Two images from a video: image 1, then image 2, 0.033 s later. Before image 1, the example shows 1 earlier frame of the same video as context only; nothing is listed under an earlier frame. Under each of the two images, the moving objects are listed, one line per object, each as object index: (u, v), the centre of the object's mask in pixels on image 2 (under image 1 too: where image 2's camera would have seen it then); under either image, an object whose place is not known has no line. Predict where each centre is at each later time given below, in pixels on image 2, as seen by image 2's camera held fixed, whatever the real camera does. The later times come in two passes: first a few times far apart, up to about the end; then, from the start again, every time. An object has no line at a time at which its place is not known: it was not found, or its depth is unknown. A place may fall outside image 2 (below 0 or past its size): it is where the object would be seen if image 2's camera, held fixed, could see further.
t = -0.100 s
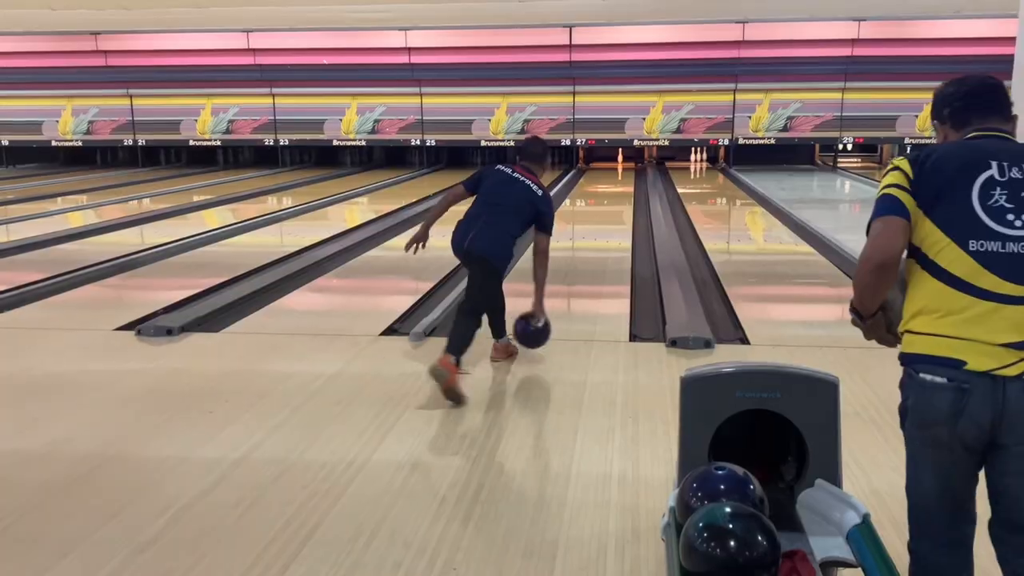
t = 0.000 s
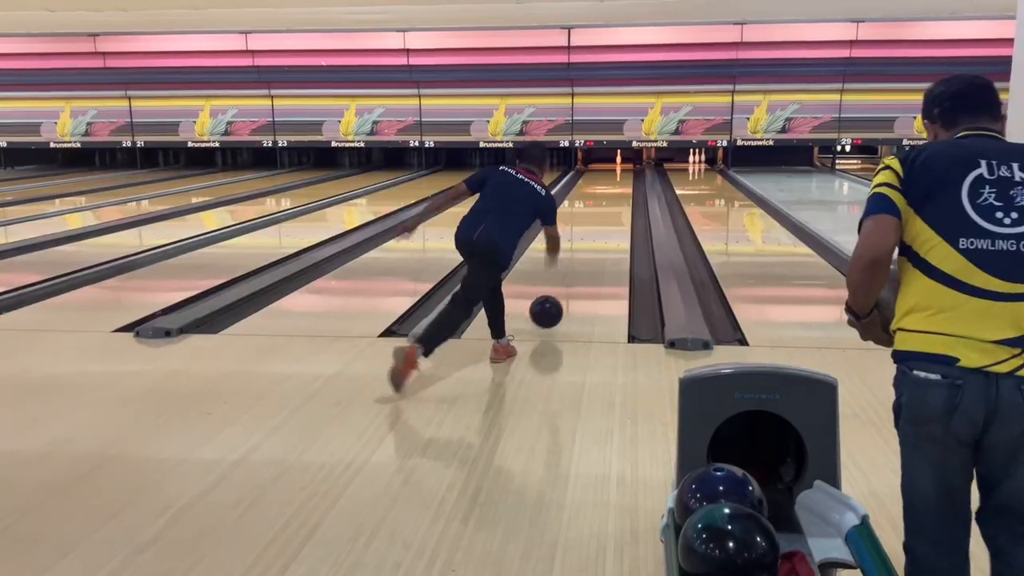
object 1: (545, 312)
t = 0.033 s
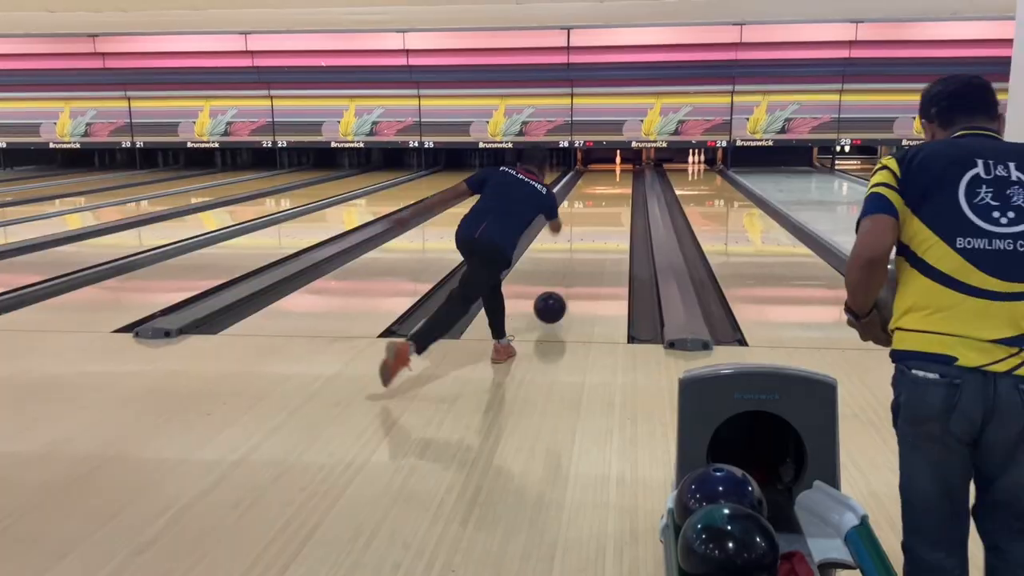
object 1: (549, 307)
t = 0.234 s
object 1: (569, 276)
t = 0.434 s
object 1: (582, 251)
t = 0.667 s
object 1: (593, 230)
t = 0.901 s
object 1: (602, 215)
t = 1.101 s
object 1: (607, 204)
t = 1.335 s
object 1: (612, 194)
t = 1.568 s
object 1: (616, 187)
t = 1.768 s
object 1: (618, 181)
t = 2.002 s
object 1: (621, 175)
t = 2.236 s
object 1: (621, 170)
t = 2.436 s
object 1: (622, 167)
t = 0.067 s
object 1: (553, 304)
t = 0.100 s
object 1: (557, 298)
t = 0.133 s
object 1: (560, 292)
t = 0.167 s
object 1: (563, 286)
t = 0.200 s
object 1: (566, 281)
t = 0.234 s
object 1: (569, 276)
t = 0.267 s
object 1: (571, 271)
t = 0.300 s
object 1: (574, 267)
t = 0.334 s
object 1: (576, 263)
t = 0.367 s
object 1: (578, 259)
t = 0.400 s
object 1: (580, 255)
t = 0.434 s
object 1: (582, 251)
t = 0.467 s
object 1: (584, 248)
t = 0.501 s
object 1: (586, 245)
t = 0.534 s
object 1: (587, 241)
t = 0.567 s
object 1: (589, 238)
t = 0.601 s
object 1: (591, 235)
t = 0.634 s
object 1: (592, 233)
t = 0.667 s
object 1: (593, 230)
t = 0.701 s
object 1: (595, 228)
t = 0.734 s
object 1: (596, 226)
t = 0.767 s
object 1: (597, 223)
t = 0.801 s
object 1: (599, 221)
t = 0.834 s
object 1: (600, 219)
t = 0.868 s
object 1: (600, 217)
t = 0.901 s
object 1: (602, 215)
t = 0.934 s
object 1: (603, 213)
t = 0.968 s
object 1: (603, 211)
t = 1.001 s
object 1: (604, 210)
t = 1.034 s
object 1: (605, 208)
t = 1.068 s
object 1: (606, 206)
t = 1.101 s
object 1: (607, 204)
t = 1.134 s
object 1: (608, 203)
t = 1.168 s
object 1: (608, 202)
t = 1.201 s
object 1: (609, 200)
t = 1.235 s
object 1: (610, 199)
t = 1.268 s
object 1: (611, 198)
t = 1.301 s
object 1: (611, 196)
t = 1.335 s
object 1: (612, 194)
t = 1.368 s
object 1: (613, 193)
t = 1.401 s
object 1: (613, 192)
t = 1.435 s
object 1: (614, 191)
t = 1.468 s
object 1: (614, 190)
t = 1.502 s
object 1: (615, 189)
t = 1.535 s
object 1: (615, 188)
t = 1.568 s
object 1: (616, 187)
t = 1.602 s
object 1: (616, 185)
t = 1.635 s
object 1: (617, 185)
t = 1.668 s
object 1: (617, 184)
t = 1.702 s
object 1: (618, 183)
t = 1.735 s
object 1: (618, 182)
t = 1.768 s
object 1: (618, 181)
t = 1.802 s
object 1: (618, 180)
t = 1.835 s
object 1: (619, 179)
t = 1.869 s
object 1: (619, 178)
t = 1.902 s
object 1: (620, 177)
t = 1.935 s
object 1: (620, 177)
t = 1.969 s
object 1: (620, 176)
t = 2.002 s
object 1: (621, 175)
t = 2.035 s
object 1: (621, 175)
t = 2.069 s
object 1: (621, 174)
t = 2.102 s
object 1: (621, 173)
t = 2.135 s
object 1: (621, 172)
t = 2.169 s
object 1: (621, 172)
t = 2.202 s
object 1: (621, 171)
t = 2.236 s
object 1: (621, 170)
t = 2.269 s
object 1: (622, 170)
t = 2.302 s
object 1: (622, 169)
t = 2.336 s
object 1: (622, 169)
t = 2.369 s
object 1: (622, 168)
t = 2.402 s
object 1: (622, 167)
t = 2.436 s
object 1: (622, 167)
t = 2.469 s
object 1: (621, 167)
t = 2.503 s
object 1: (621, 166)
